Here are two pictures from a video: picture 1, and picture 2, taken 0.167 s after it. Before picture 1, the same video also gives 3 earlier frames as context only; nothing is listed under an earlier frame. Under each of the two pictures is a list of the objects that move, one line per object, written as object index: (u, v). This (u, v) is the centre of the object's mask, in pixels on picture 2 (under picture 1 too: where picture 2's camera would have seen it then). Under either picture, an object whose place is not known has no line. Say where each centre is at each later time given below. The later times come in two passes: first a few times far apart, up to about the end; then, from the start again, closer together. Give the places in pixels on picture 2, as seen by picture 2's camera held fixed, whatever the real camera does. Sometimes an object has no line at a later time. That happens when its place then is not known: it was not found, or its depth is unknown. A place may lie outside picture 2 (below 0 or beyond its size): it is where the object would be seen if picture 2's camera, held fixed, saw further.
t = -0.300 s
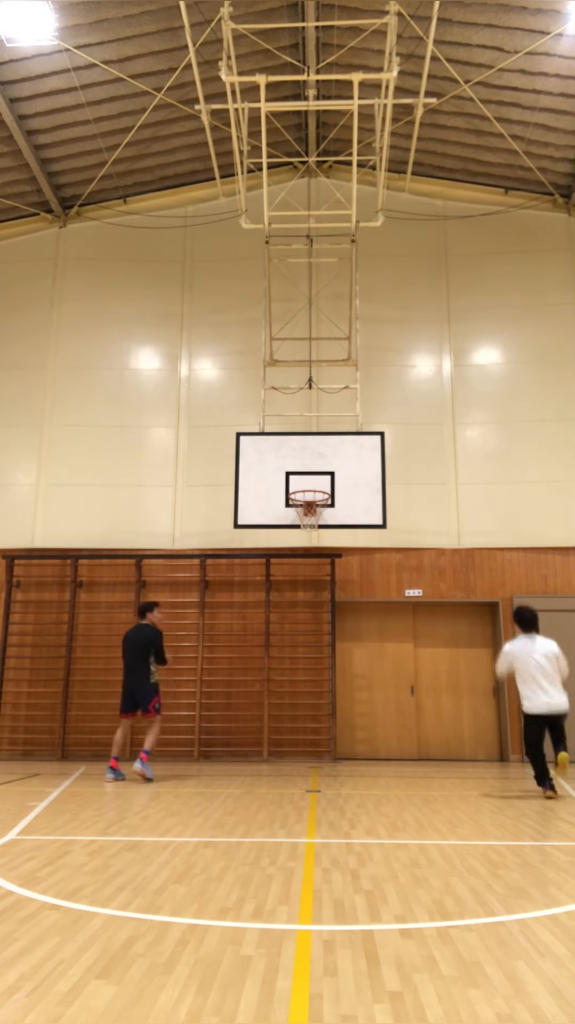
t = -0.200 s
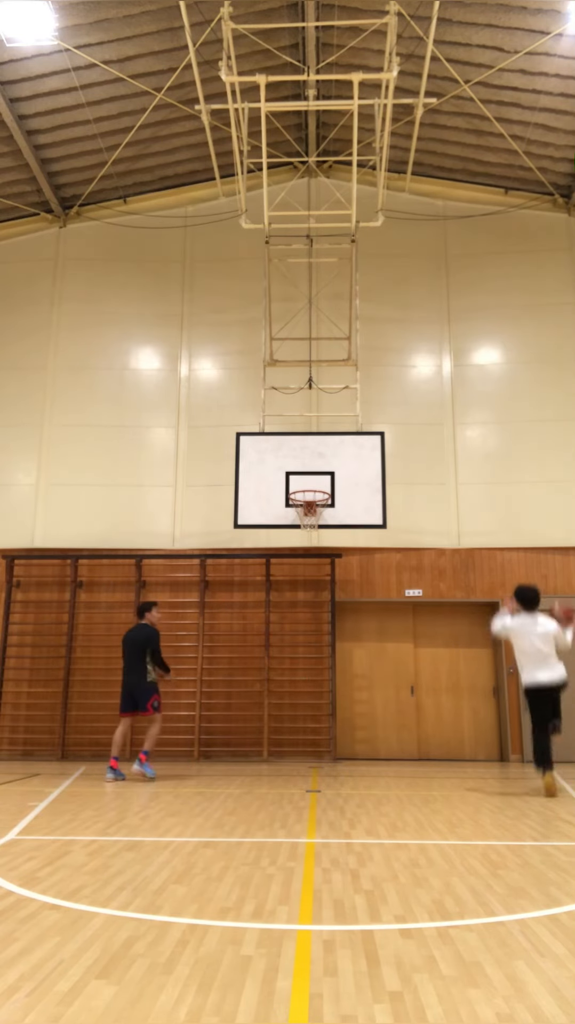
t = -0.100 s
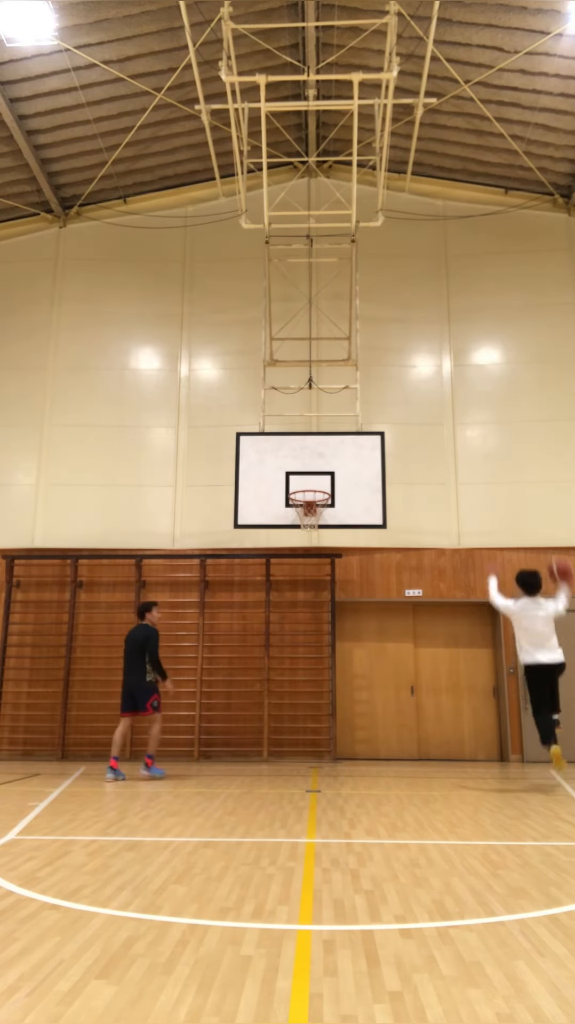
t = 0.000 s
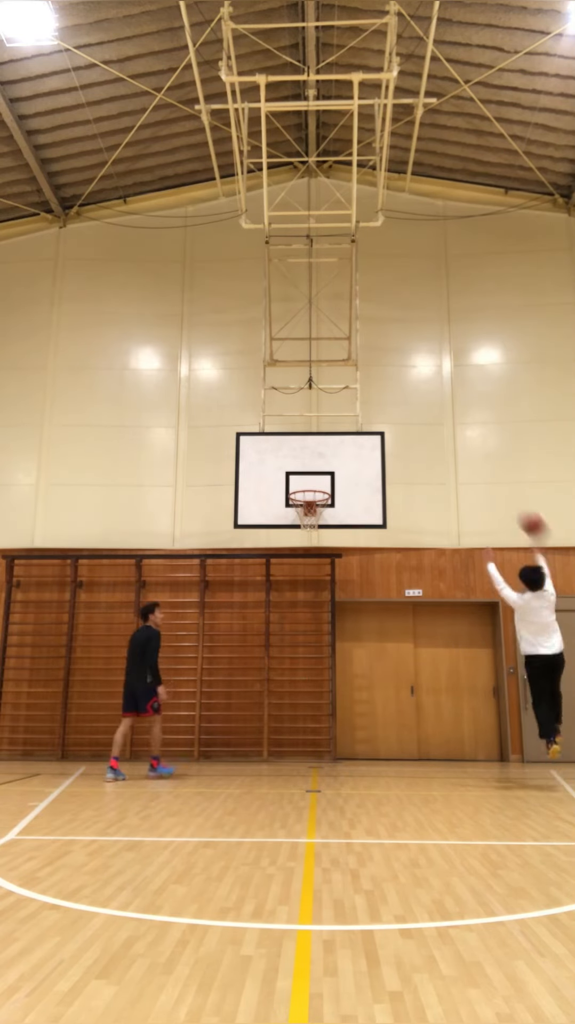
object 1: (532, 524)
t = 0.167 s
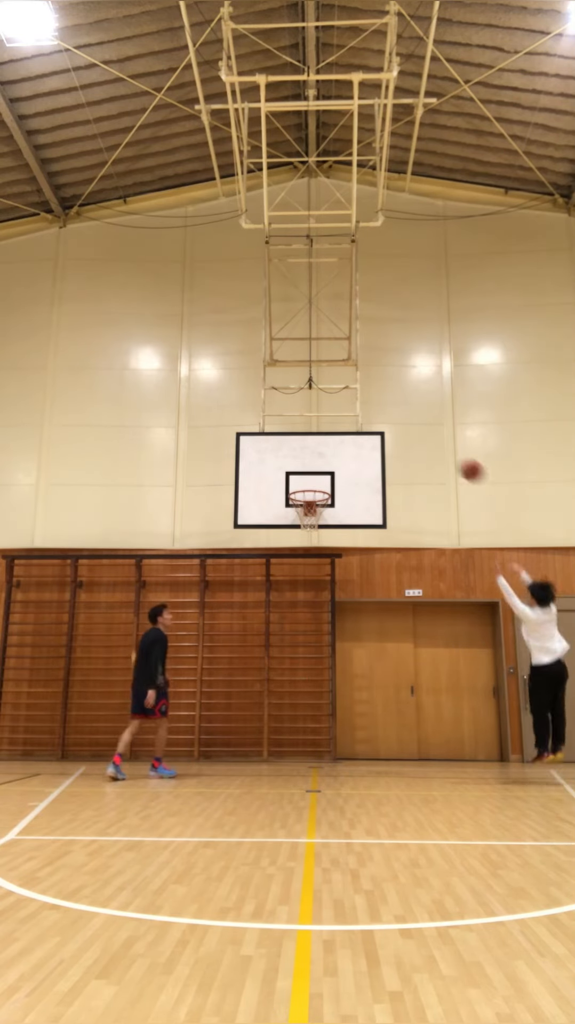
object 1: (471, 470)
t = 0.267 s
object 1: (438, 452)
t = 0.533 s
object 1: (361, 446)
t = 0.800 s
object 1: (307, 478)
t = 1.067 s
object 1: (310, 489)
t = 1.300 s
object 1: (291, 486)
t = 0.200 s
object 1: (460, 463)
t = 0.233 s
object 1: (449, 457)
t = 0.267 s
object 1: (438, 452)
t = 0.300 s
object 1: (428, 448)
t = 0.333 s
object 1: (417, 445)
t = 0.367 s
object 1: (407, 443)
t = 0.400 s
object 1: (398, 442)
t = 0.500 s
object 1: (369, 444)
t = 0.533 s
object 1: (361, 446)
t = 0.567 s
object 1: (352, 450)
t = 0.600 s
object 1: (343, 454)
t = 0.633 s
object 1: (336, 456)
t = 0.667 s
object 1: (330, 459)
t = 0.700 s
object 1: (324, 462)
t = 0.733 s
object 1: (319, 466)
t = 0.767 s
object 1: (313, 471)
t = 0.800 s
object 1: (307, 478)
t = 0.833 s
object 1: (301, 485)
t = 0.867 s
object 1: (299, 491)
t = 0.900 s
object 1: (308, 490)
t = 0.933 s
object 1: (316, 492)
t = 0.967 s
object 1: (316, 491)
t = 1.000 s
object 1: (316, 492)
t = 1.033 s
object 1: (314, 492)
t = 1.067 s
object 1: (310, 489)
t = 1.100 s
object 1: (307, 487)
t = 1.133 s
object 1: (303, 486)
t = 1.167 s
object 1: (300, 486)
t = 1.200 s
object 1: (296, 488)
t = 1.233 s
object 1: (293, 489)
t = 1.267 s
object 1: (292, 487)
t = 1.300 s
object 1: (291, 486)
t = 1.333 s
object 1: (289, 487)
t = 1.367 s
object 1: (288, 488)
